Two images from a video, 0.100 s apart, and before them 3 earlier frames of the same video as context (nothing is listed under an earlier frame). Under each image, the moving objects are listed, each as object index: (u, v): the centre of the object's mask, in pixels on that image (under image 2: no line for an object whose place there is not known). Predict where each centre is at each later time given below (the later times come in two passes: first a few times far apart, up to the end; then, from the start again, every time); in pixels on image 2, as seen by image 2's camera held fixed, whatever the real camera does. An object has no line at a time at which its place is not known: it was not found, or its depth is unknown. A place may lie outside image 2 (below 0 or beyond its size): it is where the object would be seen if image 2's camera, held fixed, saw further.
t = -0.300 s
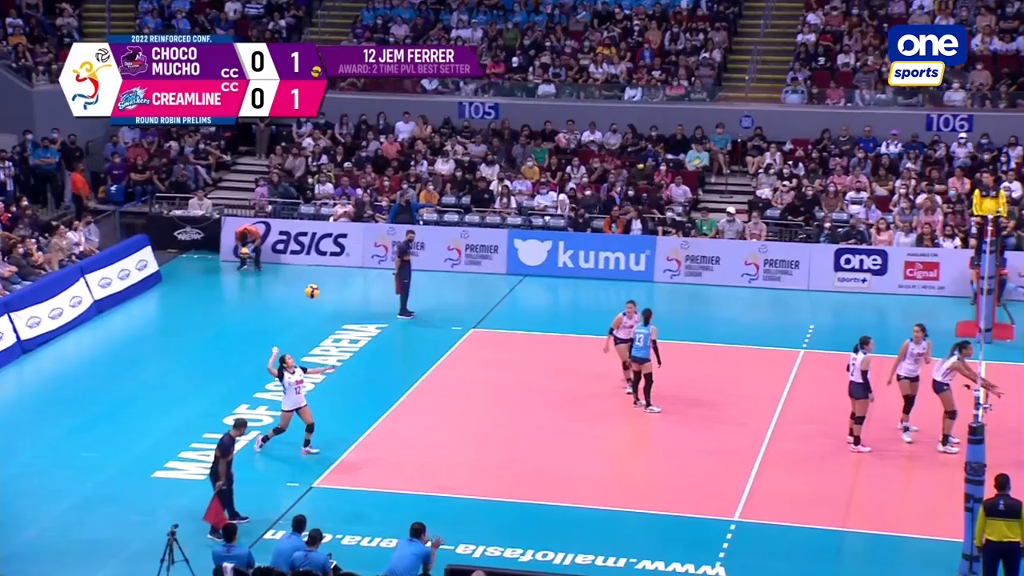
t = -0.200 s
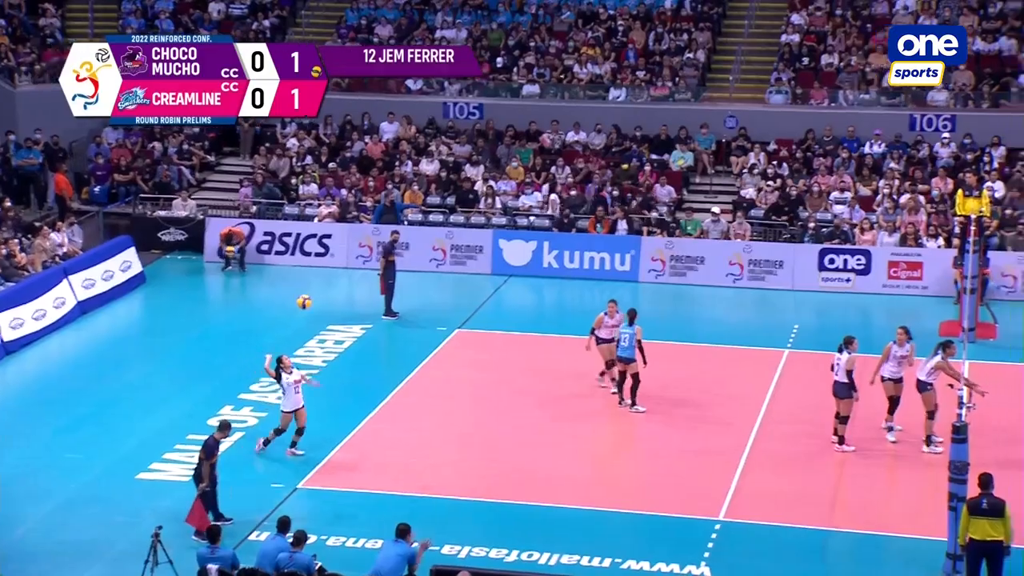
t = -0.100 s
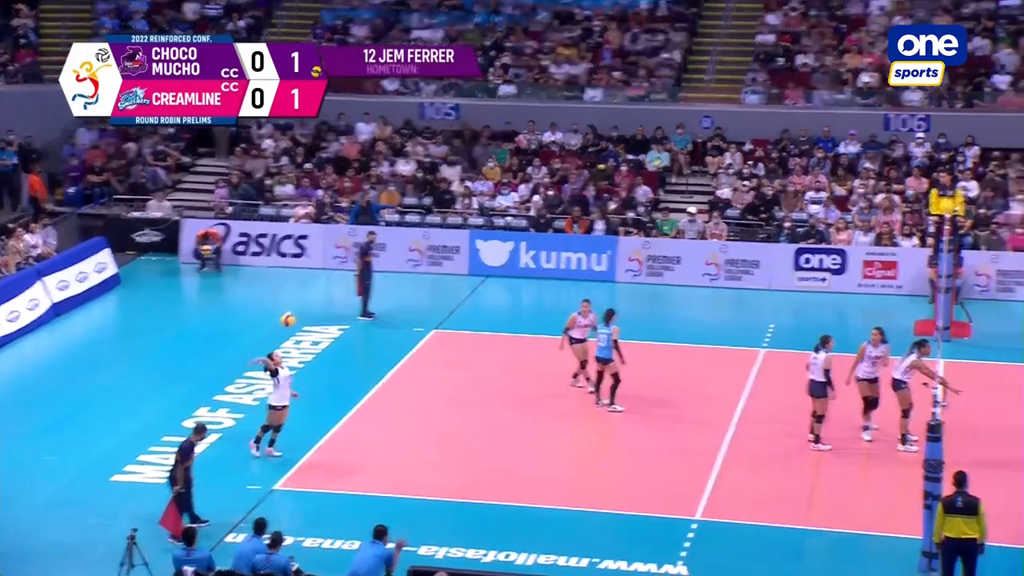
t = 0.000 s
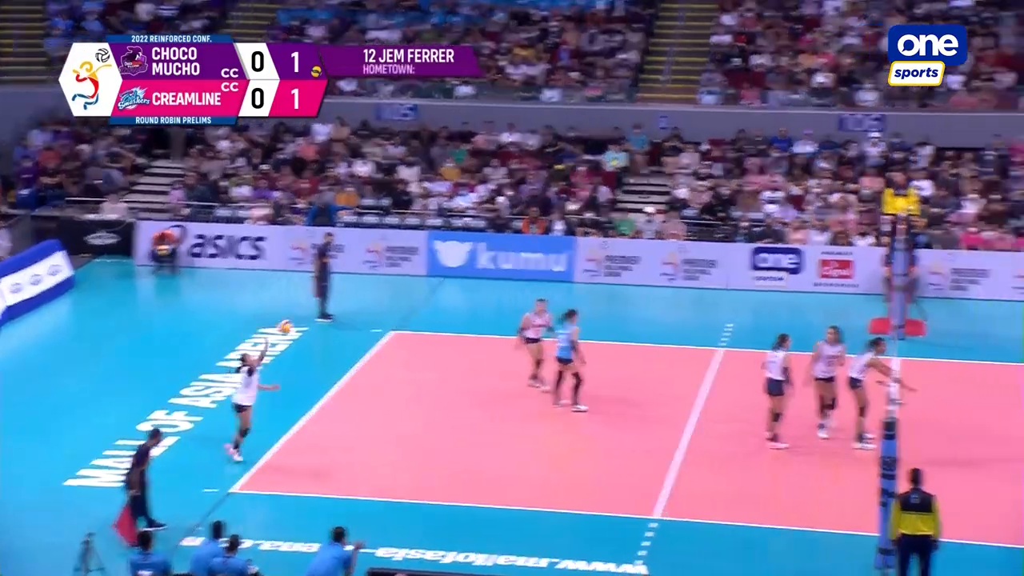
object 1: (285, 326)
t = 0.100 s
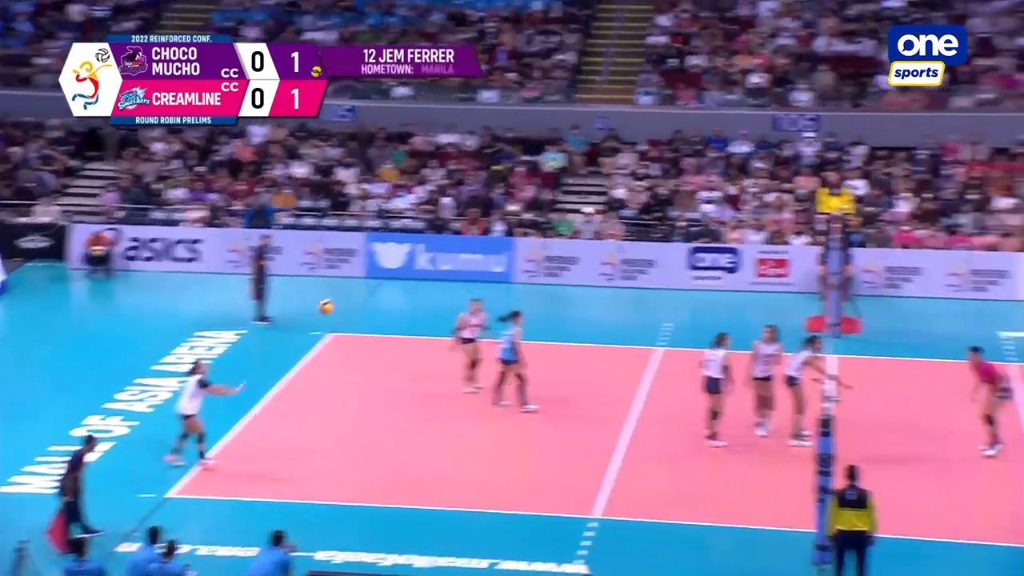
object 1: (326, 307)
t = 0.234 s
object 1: (463, 284)
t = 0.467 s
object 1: (699, 270)
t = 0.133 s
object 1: (360, 300)
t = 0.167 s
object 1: (394, 294)
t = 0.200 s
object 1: (428, 289)
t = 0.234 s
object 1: (463, 284)
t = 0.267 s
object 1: (496, 280)
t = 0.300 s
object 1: (530, 277)
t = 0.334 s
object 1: (564, 274)
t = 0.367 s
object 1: (598, 272)
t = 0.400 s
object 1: (631, 271)
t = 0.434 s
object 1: (665, 270)
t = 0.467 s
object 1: (699, 270)
